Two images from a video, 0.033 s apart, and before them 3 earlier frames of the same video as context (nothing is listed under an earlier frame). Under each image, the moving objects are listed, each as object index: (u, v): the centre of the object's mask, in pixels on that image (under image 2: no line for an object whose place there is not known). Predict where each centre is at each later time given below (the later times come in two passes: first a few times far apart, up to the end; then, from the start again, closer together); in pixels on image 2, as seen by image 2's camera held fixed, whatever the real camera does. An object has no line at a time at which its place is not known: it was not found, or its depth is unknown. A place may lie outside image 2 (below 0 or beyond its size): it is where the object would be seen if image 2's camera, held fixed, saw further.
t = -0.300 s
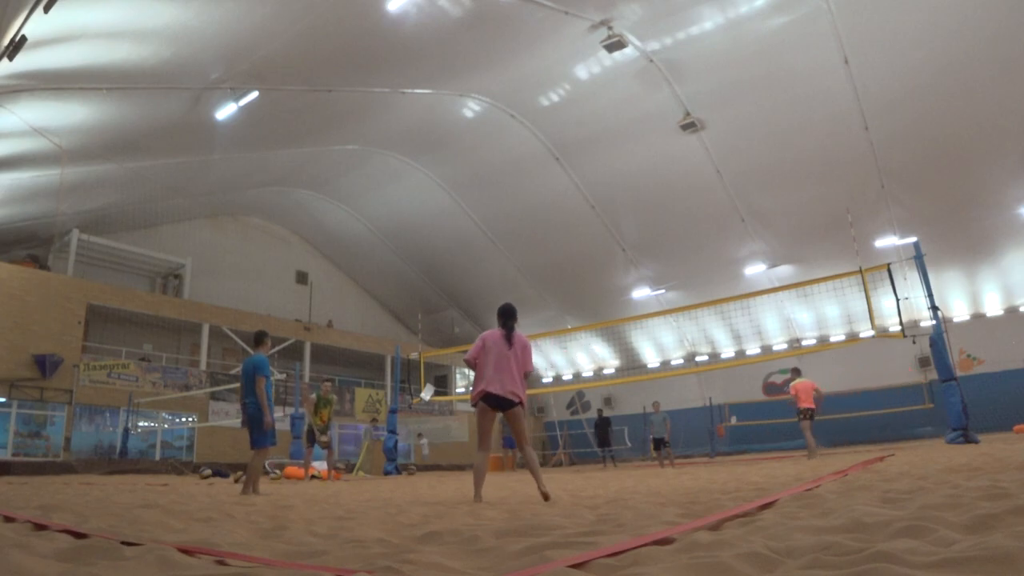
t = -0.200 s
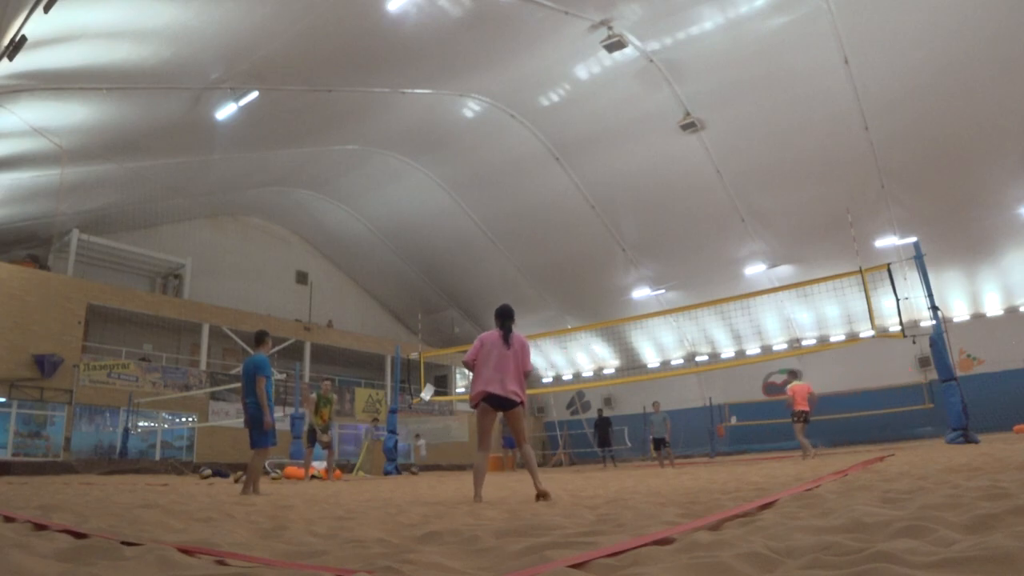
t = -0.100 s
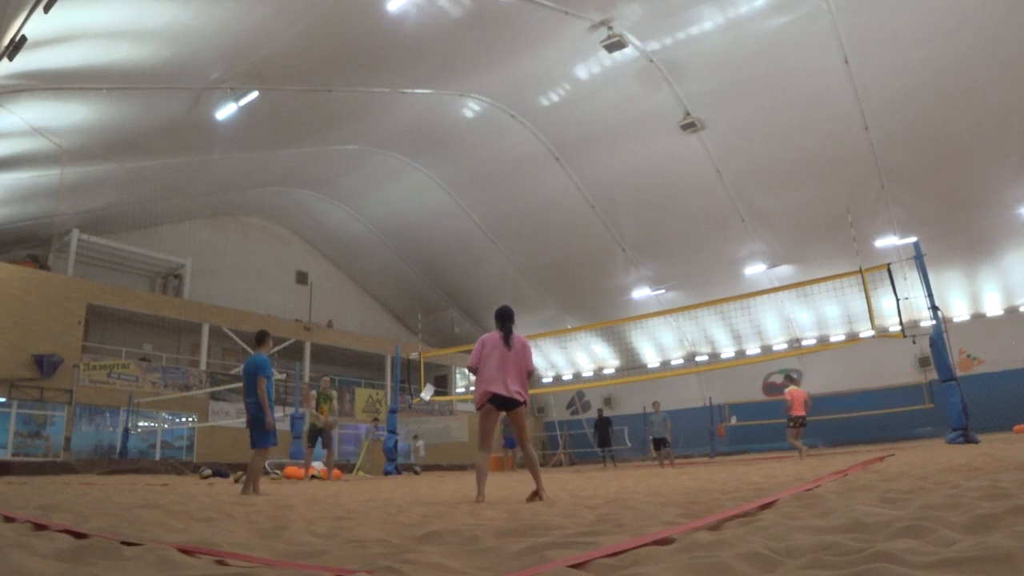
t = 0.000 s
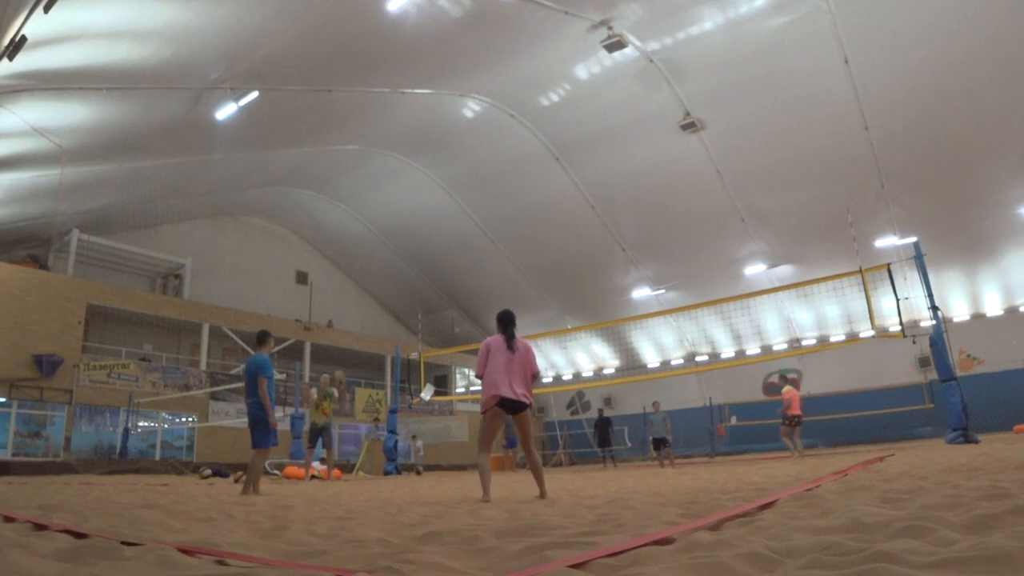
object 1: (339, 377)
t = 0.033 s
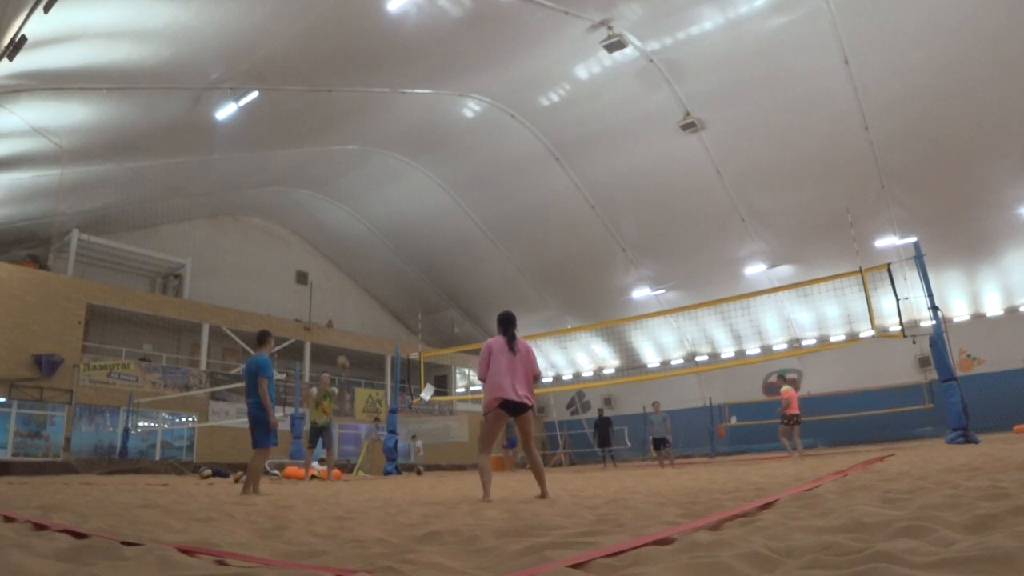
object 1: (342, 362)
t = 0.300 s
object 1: (364, 266)
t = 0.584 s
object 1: (393, 201)
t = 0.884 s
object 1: (426, 186)
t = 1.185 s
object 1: (470, 248)
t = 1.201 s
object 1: (472, 254)
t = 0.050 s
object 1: (343, 355)
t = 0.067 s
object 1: (345, 352)
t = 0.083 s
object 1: (345, 344)
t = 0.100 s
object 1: (346, 337)
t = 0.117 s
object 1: (348, 330)
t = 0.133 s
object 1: (350, 323)
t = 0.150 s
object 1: (351, 317)
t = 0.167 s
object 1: (352, 311)
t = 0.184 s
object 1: (354, 305)
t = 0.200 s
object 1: (355, 299)
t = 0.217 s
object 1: (357, 293)
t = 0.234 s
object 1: (358, 287)
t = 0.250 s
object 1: (360, 281)
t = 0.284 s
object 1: (363, 271)
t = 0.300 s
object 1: (364, 266)
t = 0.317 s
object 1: (366, 261)
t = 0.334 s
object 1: (367, 256)
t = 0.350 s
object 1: (369, 251)
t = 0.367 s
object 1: (371, 247)
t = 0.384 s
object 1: (373, 242)
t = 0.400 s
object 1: (374, 238)
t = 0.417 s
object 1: (376, 234)
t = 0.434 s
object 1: (377, 230)
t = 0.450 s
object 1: (379, 226)
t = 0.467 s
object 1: (381, 222)
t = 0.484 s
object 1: (382, 219)
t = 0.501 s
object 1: (384, 216)
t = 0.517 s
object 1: (386, 213)
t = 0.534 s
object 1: (388, 209)
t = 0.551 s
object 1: (389, 206)
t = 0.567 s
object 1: (391, 204)
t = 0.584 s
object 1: (393, 201)
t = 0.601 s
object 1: (394, 199)
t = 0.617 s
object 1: (396, 196)
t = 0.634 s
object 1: (398, 194)
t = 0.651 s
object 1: (400, 193)
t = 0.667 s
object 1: (401, 191)
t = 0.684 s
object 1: (403, 189)
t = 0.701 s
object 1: (405, 188)
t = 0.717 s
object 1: (407, 187)
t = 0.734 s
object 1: (408, 186)
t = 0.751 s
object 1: (411, 185)
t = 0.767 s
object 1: (412, 185)
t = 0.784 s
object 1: (414, 184)
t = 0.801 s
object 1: (416, 184)
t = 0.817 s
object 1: (418, 184)
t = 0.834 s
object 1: (420, 184)
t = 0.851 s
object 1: (422, 184)
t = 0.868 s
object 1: (424, 185)
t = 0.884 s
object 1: (426, 186)
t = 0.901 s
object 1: (428, 187)
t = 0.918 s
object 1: (430, 188)
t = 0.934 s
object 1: (432, 190)
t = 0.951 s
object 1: (435, 192)
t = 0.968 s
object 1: (437, 194)
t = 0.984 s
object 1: (439, 196)
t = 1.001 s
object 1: (441, 198)
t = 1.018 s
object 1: (444, 201)
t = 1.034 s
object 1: (446, 204)
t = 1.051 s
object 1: (448, 208)
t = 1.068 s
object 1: (451, 212)
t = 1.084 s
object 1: (453, 216)
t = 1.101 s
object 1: (456, 220)
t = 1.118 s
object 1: (459, 225)
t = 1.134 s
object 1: (461, 230)
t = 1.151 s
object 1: (464, 236)
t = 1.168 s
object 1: (467, 241)
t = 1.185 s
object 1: (470, 248)
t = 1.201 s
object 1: (472, 254)
